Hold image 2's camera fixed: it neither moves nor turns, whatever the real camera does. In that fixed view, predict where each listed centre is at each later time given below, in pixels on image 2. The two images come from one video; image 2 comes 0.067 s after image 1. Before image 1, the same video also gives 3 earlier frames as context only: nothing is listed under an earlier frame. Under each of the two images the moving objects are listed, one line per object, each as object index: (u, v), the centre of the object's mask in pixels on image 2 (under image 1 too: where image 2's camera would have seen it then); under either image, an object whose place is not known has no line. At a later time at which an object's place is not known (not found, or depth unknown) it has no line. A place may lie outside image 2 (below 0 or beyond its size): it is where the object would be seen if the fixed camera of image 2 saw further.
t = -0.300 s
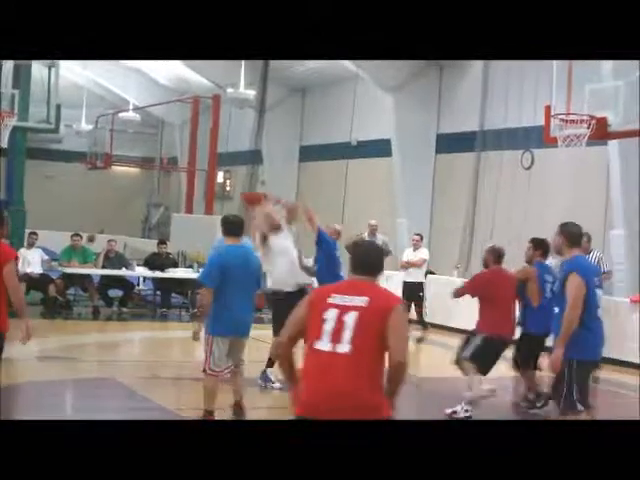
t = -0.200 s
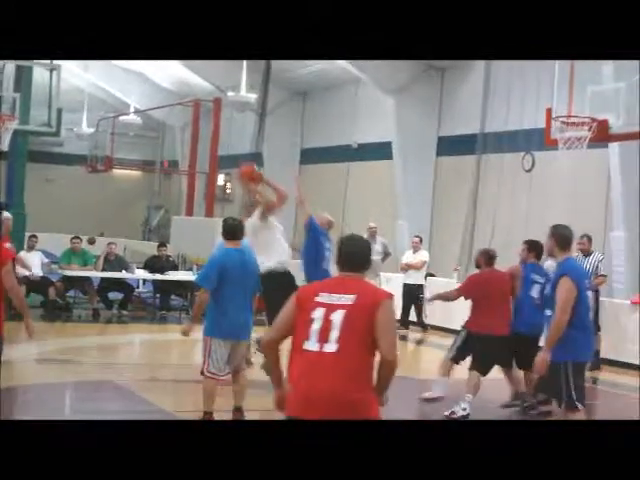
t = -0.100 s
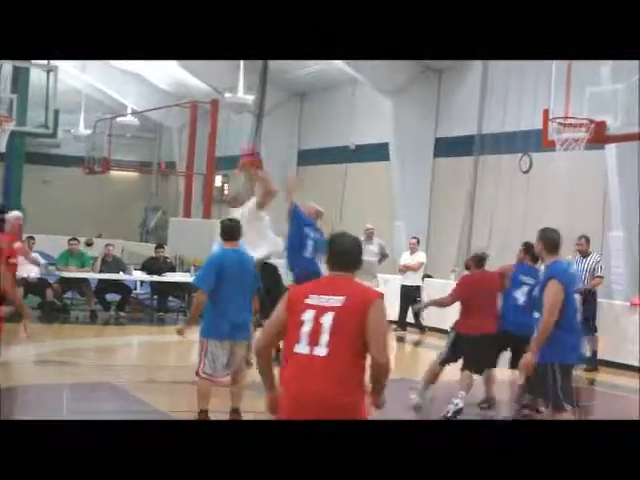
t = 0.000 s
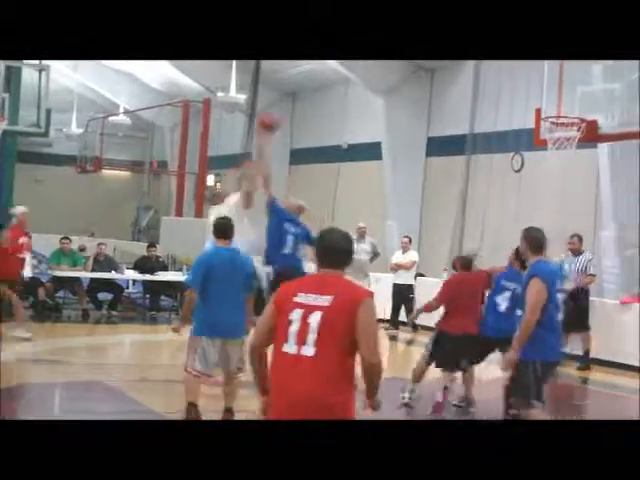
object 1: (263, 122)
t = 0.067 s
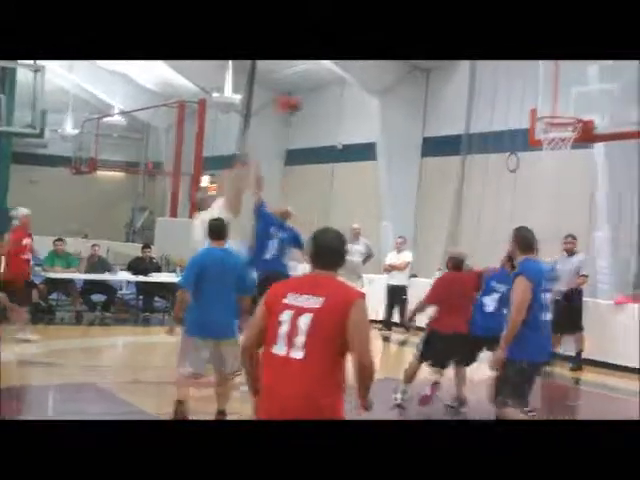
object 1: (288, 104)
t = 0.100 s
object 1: (301, 99)
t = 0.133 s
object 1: (316, 89)
